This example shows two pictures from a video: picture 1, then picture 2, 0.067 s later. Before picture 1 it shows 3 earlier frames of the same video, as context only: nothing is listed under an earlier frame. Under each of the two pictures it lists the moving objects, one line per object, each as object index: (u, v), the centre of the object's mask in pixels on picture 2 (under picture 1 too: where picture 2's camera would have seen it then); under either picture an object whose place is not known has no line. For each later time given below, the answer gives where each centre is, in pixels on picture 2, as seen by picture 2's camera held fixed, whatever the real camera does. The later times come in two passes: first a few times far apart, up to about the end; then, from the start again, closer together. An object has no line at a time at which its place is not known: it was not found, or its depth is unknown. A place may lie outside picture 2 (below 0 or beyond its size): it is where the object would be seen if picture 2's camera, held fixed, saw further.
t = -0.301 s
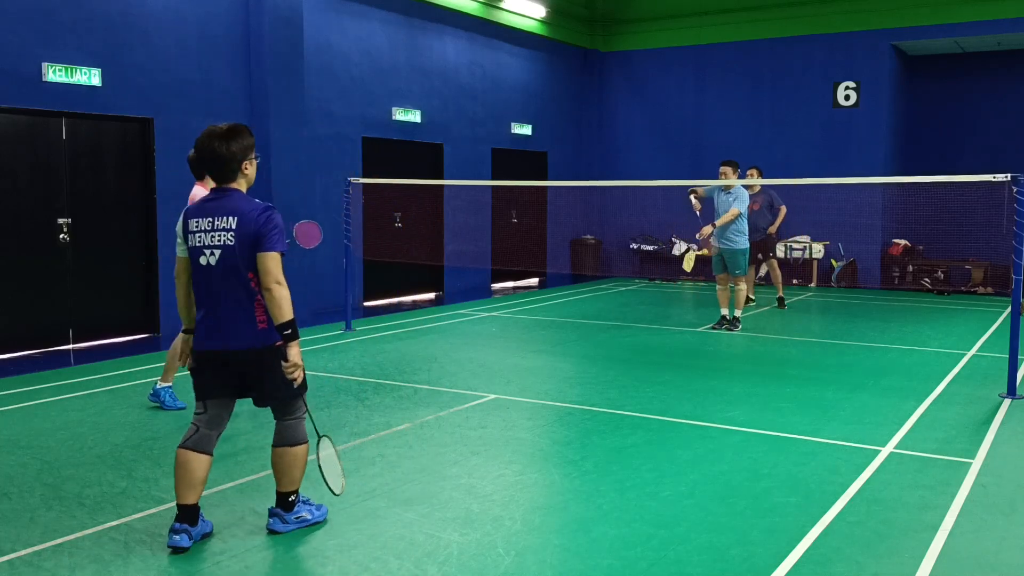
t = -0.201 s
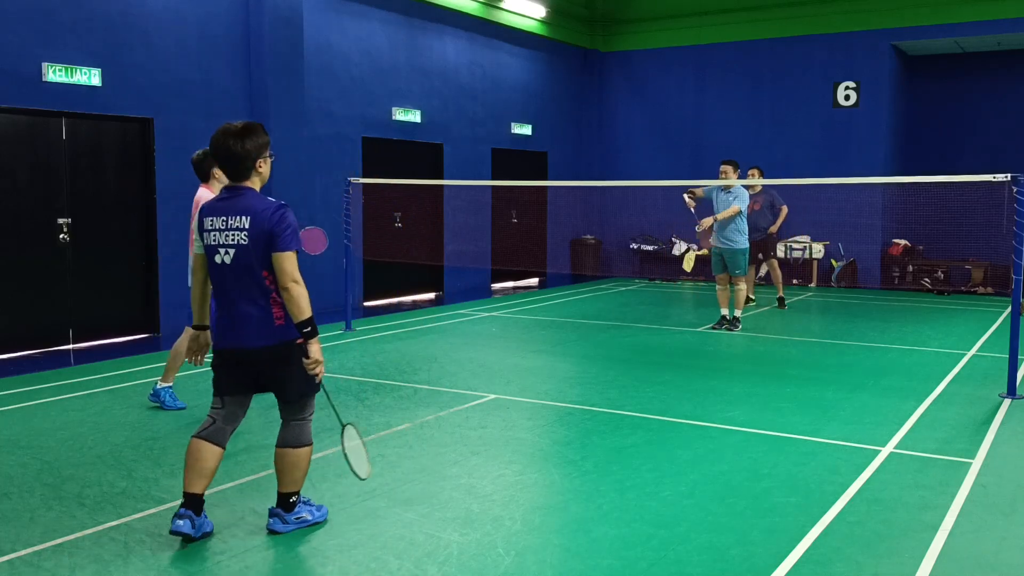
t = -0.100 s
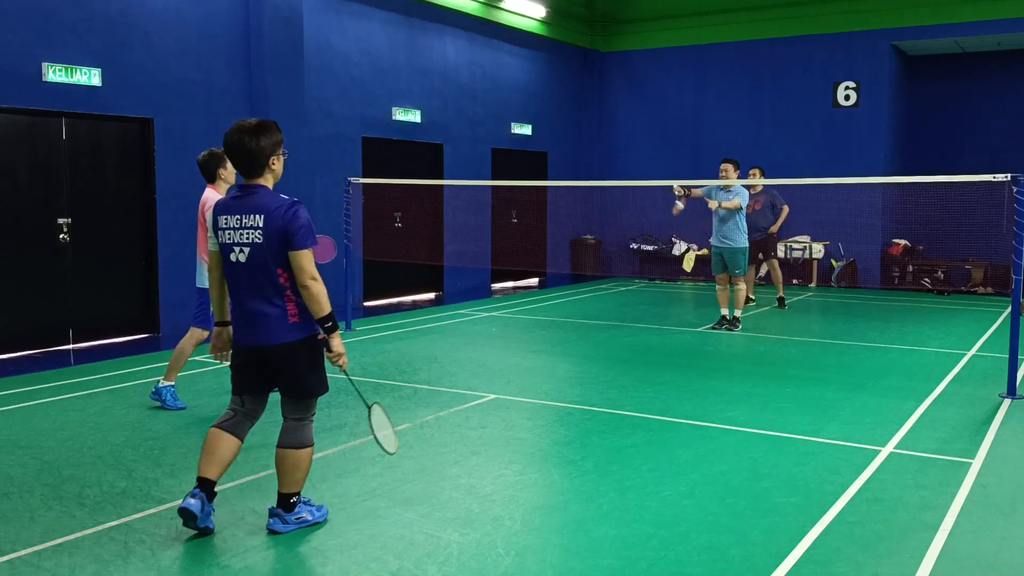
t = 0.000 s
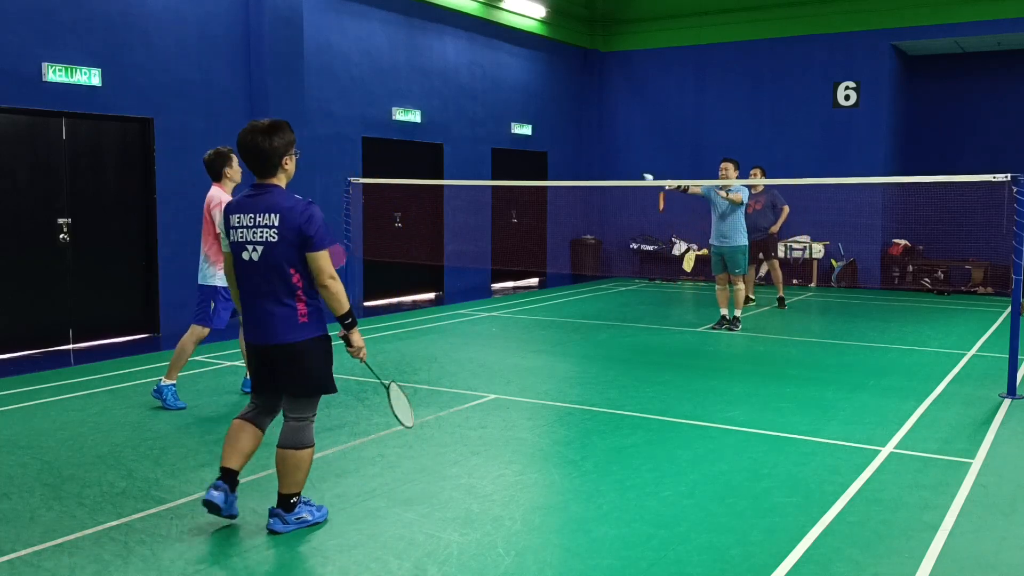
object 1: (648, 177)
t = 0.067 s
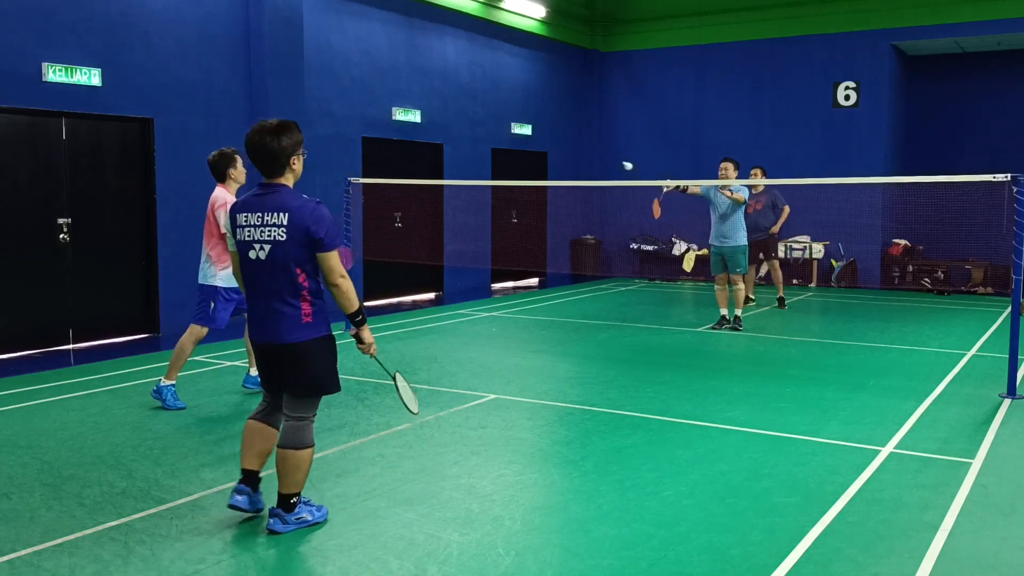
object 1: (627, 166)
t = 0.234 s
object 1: (576, 155)
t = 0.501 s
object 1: (488, 212)
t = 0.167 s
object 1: (597, 155)
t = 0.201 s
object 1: (586, 154)
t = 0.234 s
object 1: (576, 155)
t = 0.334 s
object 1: (543, 165)
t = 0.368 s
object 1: (532, 171)
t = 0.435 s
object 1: (510, 188)
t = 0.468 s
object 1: (499, 199)
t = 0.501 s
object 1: (488, 212)
